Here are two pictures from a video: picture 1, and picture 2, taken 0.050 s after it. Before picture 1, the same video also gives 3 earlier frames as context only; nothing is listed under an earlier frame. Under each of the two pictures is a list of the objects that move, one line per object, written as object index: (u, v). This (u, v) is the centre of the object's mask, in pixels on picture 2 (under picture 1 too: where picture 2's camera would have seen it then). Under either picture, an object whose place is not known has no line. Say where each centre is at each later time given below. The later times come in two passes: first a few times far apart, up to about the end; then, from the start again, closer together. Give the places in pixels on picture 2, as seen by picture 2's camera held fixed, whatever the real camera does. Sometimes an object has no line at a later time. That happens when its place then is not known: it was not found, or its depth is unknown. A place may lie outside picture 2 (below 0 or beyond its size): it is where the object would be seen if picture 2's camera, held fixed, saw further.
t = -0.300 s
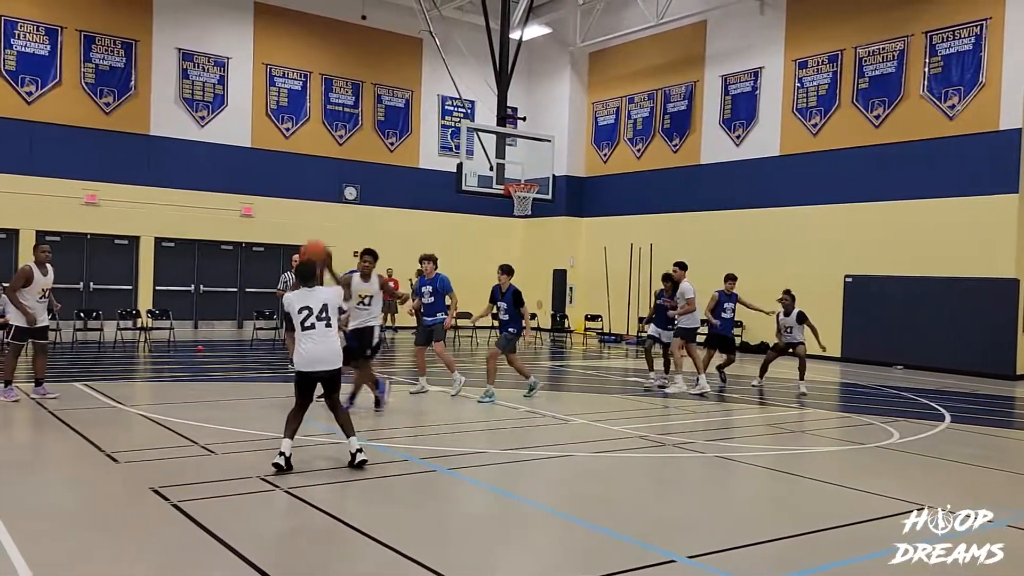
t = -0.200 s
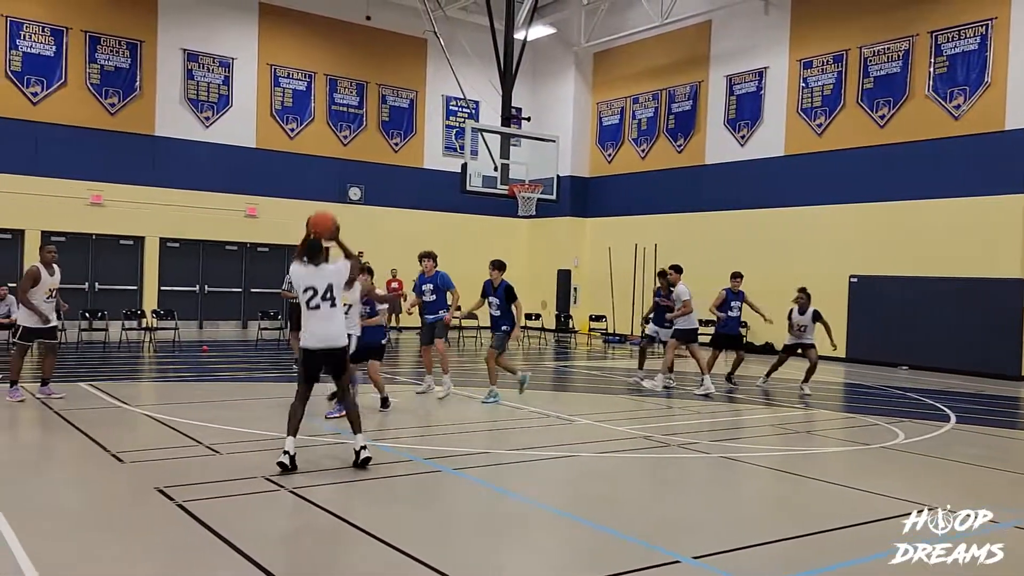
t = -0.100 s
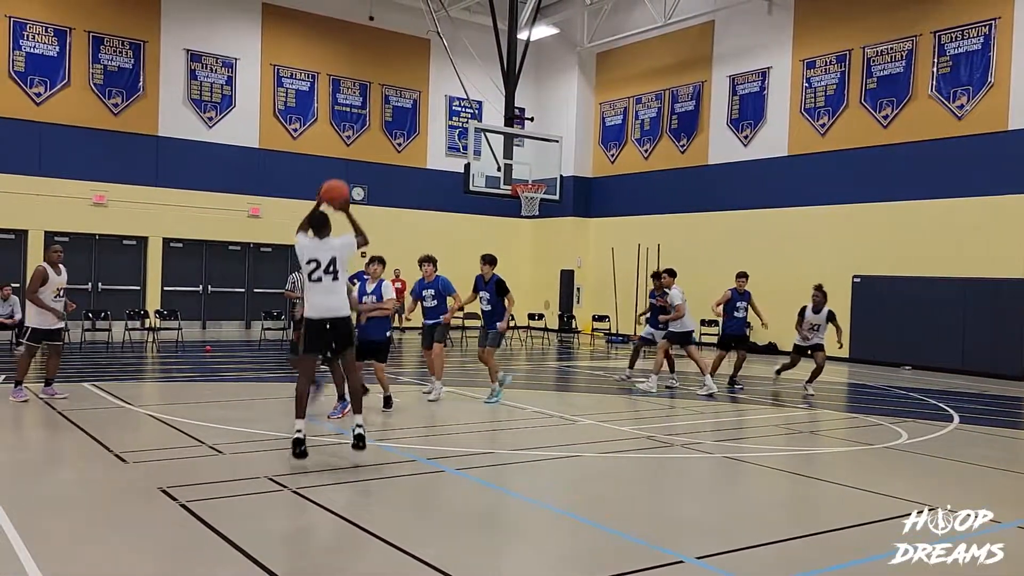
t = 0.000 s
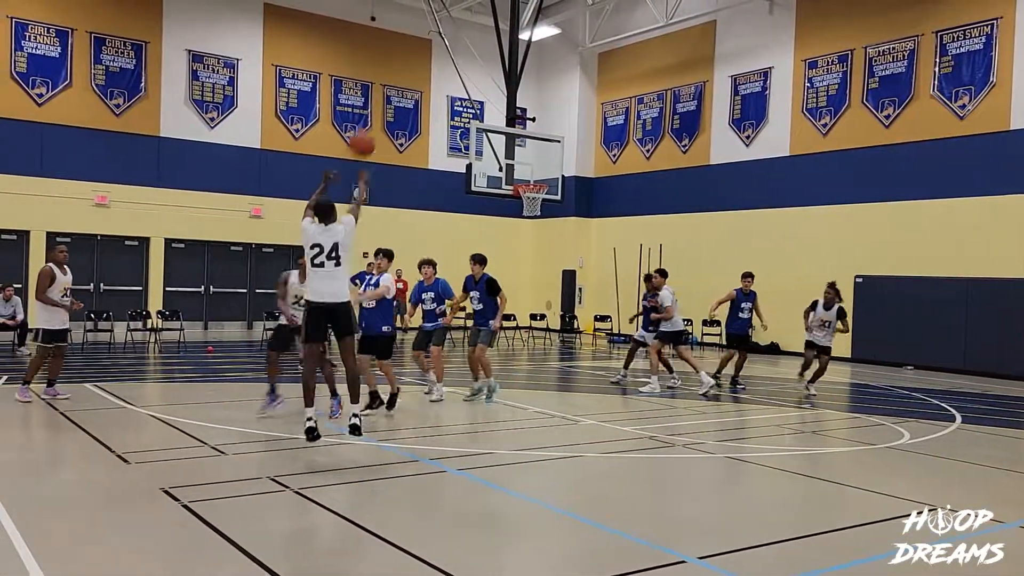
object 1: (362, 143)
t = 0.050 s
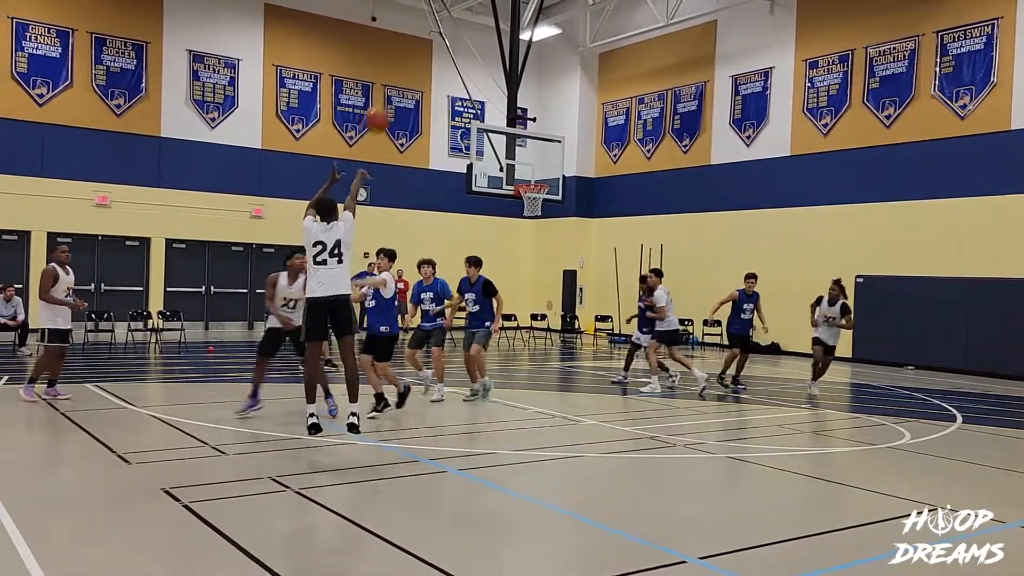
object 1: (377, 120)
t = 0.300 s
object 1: (434, 53)
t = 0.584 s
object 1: (479, 56)
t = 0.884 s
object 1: (515, 118)
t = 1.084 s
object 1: (531, 179)
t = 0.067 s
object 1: (381, 112)
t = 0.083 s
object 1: (385, 105)
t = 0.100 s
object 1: (389, 99)
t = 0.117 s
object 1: (394, 93)
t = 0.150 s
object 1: (403, 83)
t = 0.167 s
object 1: (407, 77)
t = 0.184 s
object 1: (411, 73)
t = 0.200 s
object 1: (414, 69)
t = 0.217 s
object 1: (418, 65)
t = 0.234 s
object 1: (421, 62)
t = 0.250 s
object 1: (425, 60)
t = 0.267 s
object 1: (428, 57)
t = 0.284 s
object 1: (431, 55)
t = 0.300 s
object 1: (434, 53)
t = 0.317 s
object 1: (438, 51)
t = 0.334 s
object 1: (440, 50)
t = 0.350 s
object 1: (443, 48)
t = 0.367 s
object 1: (446, 48)
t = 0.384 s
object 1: (449, 48)
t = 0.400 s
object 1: (452, 47)
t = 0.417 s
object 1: (455, 46)
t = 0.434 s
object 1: (458, 46)
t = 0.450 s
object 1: (460, 46)
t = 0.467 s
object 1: (462, 46)
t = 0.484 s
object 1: (466, 48)
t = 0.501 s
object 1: (468, 48)
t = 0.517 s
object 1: (470, 49)
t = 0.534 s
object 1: (473, 51)
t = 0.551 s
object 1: (475, 52)
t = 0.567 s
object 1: (477, 54)
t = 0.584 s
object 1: (479, 56)
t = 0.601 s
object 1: (482, 59)
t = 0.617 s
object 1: (484, 61)
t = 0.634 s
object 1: (486, 63)
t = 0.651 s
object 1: (488, 66)
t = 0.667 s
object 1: (490, 69)
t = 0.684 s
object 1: (492, 71)
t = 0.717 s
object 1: (496, 78)
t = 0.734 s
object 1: (499, 82)
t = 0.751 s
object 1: (501, 85)
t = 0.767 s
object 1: (503, 89)
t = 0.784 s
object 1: (504, 92)
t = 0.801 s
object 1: (506, 96)
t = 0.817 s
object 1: (508, 100)
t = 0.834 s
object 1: (509, 103)
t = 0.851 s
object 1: (512, 110)
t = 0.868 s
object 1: (513, 113)
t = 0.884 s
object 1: (515, 118)
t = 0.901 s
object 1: (515, 122)
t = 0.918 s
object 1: (517, 128)
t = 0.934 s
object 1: (519, 132)
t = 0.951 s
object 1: (520, 139)
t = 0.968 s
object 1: (521, 142)
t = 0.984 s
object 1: (523, 149)
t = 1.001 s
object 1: (525, 153)
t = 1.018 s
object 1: (526, 159)
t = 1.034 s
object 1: (527, 165)
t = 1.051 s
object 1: (529, 170)
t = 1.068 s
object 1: (530, 175)
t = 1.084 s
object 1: (531, 179)
